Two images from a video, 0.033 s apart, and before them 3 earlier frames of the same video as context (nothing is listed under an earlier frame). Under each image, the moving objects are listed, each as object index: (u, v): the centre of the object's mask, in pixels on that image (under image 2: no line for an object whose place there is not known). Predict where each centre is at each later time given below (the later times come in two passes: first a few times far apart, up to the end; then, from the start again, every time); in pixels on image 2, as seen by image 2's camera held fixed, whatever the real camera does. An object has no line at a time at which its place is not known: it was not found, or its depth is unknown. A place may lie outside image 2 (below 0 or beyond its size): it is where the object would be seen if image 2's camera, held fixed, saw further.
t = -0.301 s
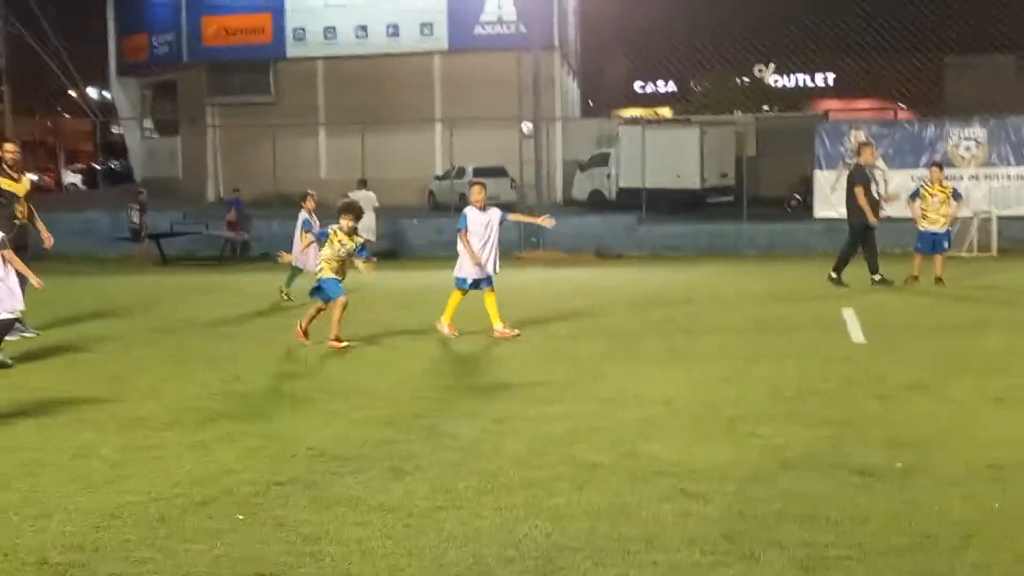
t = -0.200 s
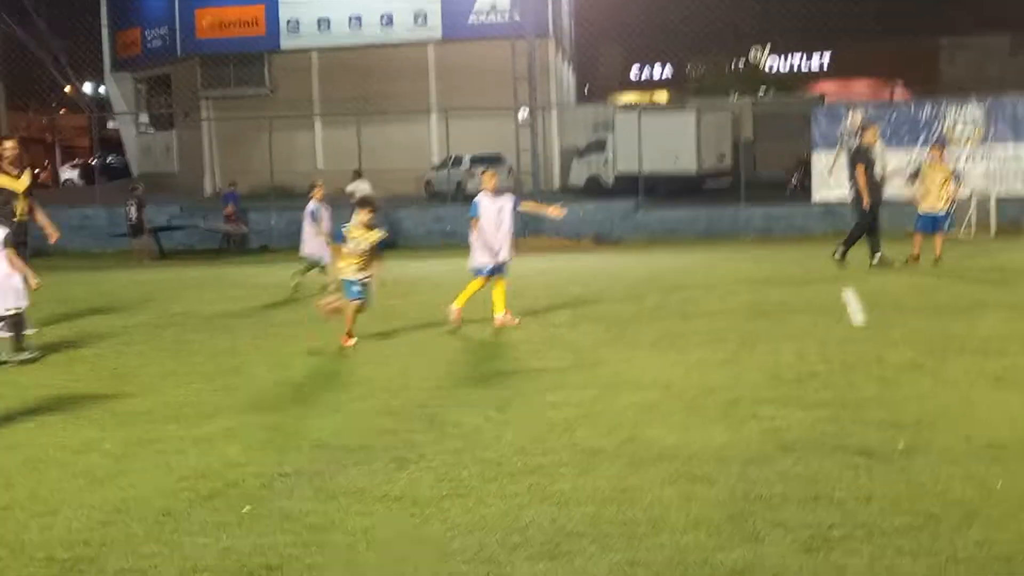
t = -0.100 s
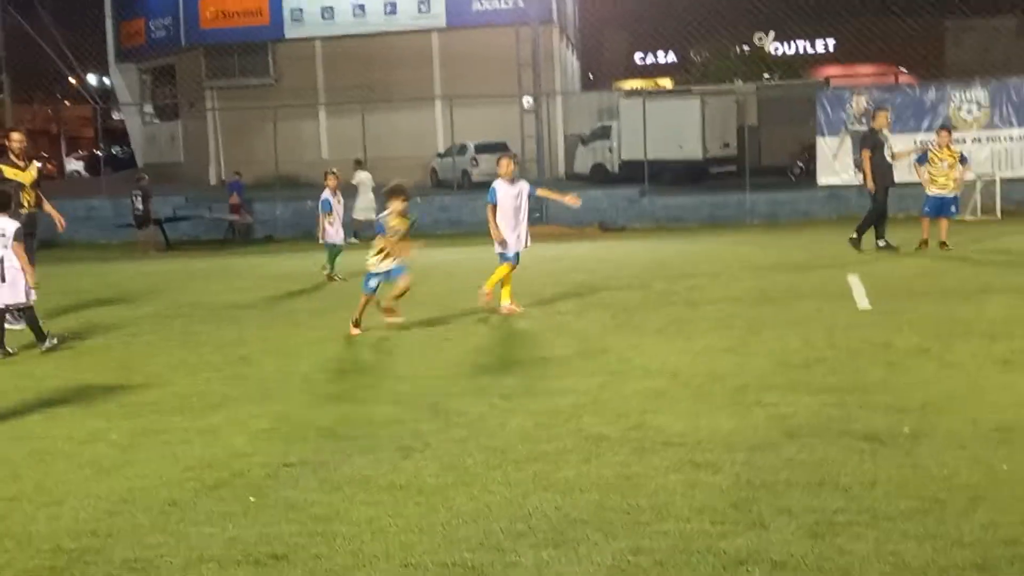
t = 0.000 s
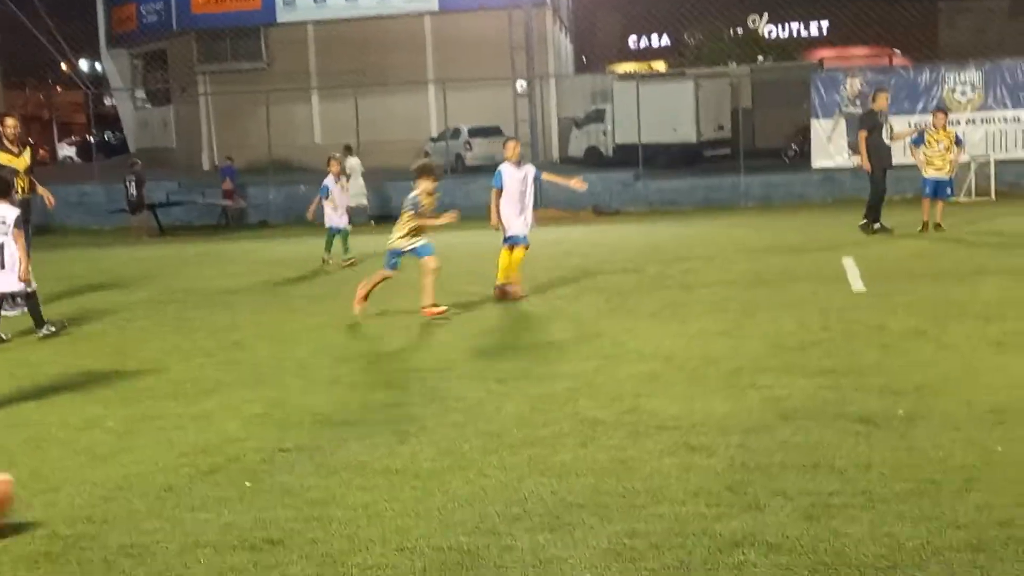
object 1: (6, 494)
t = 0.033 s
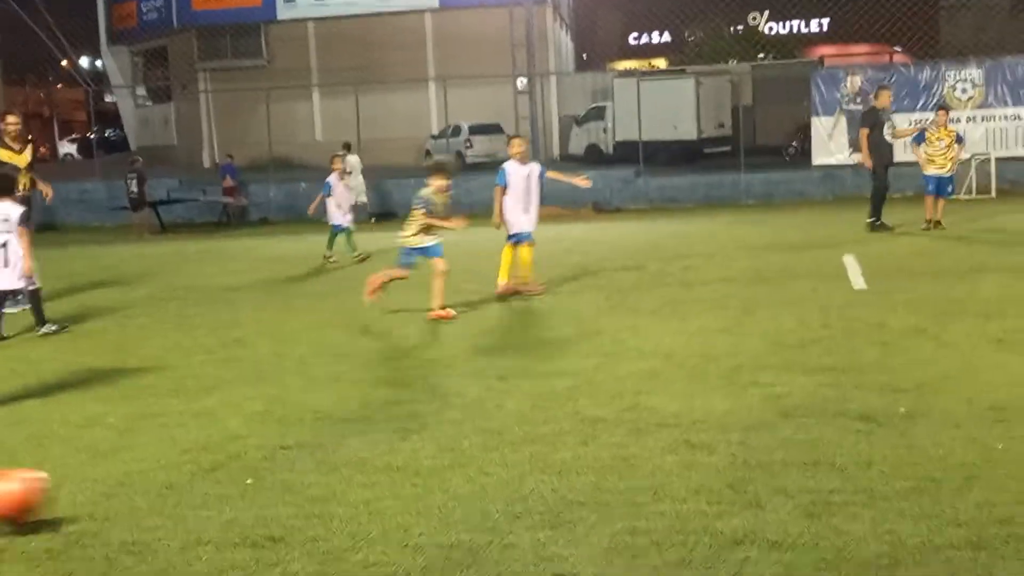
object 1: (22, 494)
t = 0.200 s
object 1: (165, 486)
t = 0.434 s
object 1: (380, 493)
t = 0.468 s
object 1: (413, 495)
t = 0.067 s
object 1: (40, 500)
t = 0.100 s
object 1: (74, 499)
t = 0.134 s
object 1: (104, 492)
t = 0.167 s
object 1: (134, 488)
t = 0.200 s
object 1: (165, 486)
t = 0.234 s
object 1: (196, 487)
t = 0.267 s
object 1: (227, 492)
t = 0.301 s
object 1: (258, 499)
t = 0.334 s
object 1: (290, 494)
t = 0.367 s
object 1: (318, 490)
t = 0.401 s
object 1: (350, 491)
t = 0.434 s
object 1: (380, 493)
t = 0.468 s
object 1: (413, 495)
